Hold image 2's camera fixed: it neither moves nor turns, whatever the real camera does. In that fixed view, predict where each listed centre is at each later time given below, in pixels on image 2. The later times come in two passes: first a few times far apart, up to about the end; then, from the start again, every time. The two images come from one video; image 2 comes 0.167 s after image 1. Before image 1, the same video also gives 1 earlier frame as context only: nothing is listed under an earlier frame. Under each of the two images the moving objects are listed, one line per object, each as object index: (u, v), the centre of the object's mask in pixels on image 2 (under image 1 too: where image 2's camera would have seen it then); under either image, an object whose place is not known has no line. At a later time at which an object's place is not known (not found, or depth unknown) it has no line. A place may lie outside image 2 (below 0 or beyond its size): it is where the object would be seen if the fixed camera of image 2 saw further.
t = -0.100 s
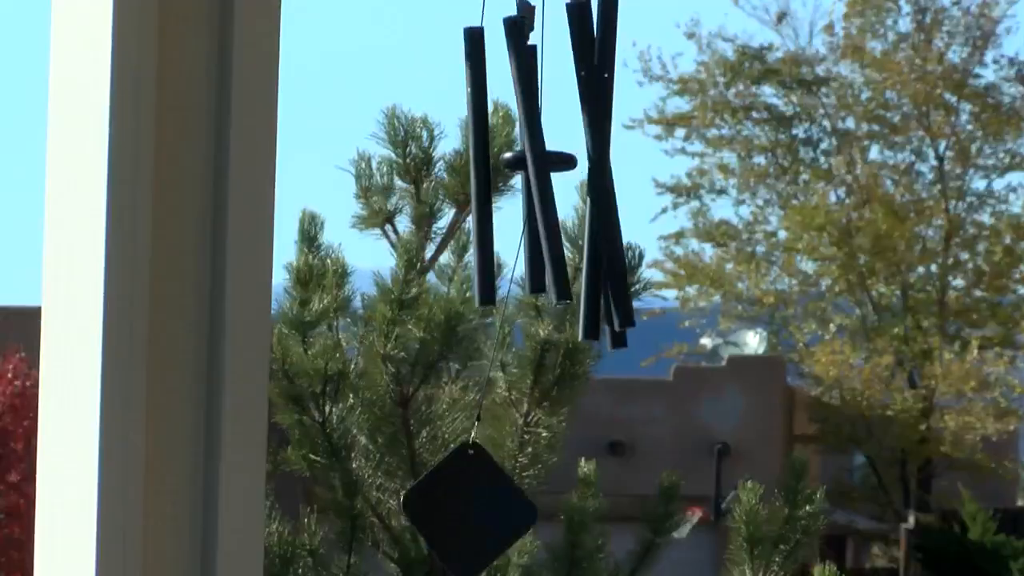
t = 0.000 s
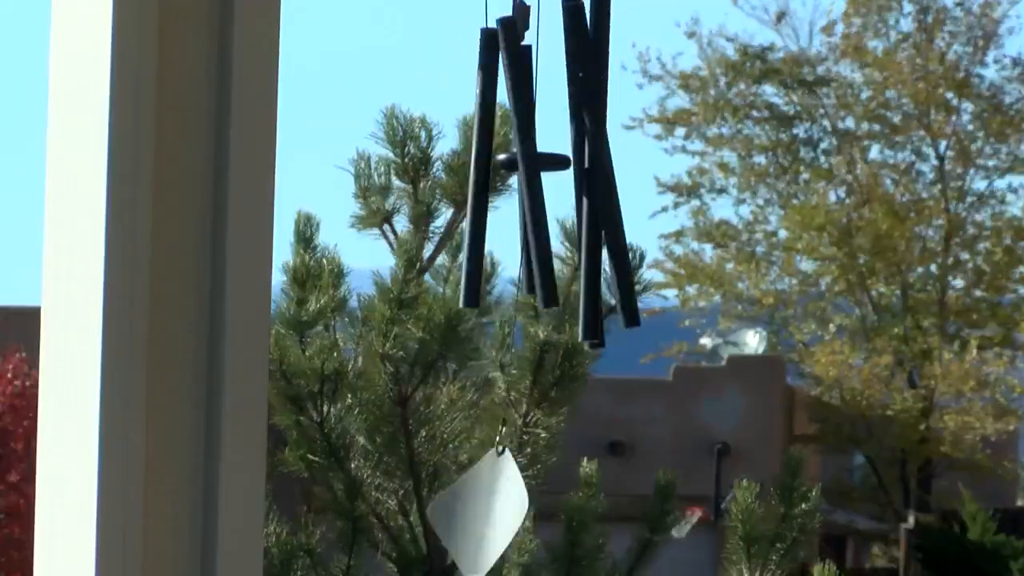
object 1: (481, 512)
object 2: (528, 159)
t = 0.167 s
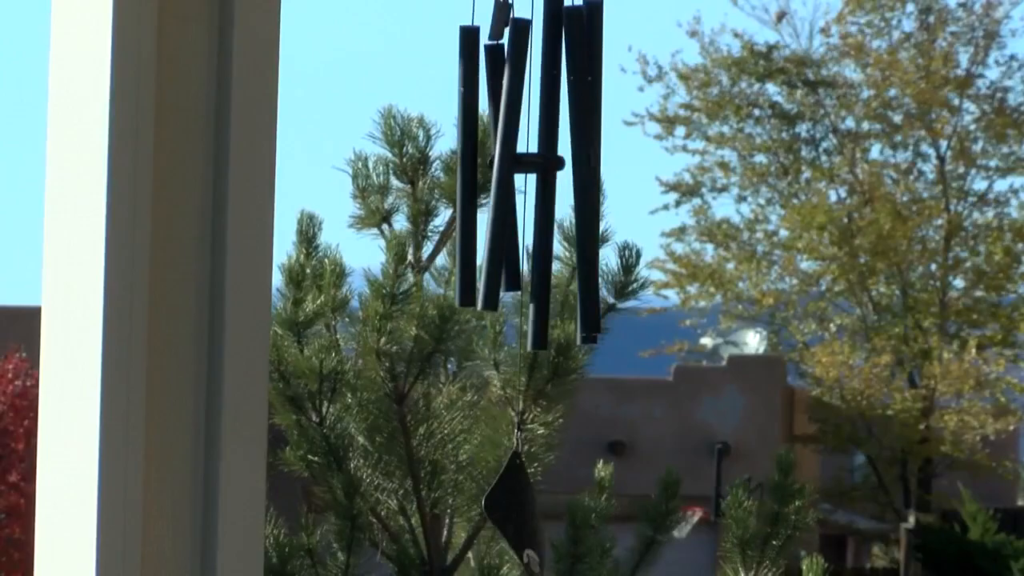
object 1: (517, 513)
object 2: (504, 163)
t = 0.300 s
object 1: (554, 520)
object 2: (477, 165)
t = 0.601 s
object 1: (560, 516)
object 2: (463, 161)
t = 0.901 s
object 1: (487, 519)
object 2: (488, 160)
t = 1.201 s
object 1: (472, 494)
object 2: (486, 172)
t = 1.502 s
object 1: (571, 468)
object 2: (466, 163)
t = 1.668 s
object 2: (469, 166)
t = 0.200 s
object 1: (526, 516)
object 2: (497, 165)
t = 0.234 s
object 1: (536, 519)
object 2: (490, 166)
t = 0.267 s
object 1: (544, 520)
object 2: (482, 166)
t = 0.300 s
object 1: (554, 520)
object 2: (477, 165)
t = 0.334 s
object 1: (561, 519)
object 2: (471, 161)
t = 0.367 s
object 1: (569, 518)
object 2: (467, 162)
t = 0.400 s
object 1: (574, 518)
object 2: (465, 162)
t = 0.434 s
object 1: (575, 517)
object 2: (463, 161)
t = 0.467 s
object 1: (578, 515)
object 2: (464, 161)
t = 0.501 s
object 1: (574, 514)
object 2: (462, 161)
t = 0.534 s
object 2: (464, 160)
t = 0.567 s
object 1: (566, 515)
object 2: (463, 161)
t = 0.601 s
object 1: (560, 516)
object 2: (463, 161)
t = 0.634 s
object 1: (554, 517)
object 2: (465, 159)
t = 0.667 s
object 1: (547, 519)
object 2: (464, 161)
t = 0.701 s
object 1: (538, 520)
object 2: (467, 159)
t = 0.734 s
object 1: (533, 520)
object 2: (470, 159)
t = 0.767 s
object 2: (473, 161)
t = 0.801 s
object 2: (478, 159)
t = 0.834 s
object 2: (480, 163)
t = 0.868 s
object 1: (493, 519)
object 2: (485, 158)
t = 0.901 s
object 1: (487, 519)
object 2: (488, 160)
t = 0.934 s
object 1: (482, 518)
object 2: (489, 160)
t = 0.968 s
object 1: (482, 516)
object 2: (490, 159)
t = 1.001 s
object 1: (482, 514)
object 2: (490, 159)
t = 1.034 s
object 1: (483, 510)
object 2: (490, 159)
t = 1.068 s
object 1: (484, 498)
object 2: (490, 157)
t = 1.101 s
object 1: (478, 497)
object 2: (490, 157)
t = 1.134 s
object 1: (476, 487)
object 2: (489, 157)
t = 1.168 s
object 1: (471, 502)
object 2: (486, 160)
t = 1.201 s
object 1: (472, 494)
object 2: (486, 172)
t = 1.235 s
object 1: (475, 489)
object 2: (481, 160)
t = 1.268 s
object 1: (482, 486)
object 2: (479, 159)
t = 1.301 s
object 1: (495, 484)
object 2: (477, 159)
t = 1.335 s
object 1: (508, 480)
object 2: (473, 161)
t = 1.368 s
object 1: (525, 477)
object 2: (472, 162)
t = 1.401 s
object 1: (540, 476)
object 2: (469, 164)
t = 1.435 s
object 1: (554, 474)
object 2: (468, 163)
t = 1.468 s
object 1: (563, 471)
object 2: (466, 164)
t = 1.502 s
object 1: (571, 468)
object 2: (466, 163)
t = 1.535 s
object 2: (466, 164)
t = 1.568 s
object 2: (467, 164)
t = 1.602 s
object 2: (468, 165)
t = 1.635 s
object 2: (468, 167)
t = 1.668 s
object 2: (469, 166)
